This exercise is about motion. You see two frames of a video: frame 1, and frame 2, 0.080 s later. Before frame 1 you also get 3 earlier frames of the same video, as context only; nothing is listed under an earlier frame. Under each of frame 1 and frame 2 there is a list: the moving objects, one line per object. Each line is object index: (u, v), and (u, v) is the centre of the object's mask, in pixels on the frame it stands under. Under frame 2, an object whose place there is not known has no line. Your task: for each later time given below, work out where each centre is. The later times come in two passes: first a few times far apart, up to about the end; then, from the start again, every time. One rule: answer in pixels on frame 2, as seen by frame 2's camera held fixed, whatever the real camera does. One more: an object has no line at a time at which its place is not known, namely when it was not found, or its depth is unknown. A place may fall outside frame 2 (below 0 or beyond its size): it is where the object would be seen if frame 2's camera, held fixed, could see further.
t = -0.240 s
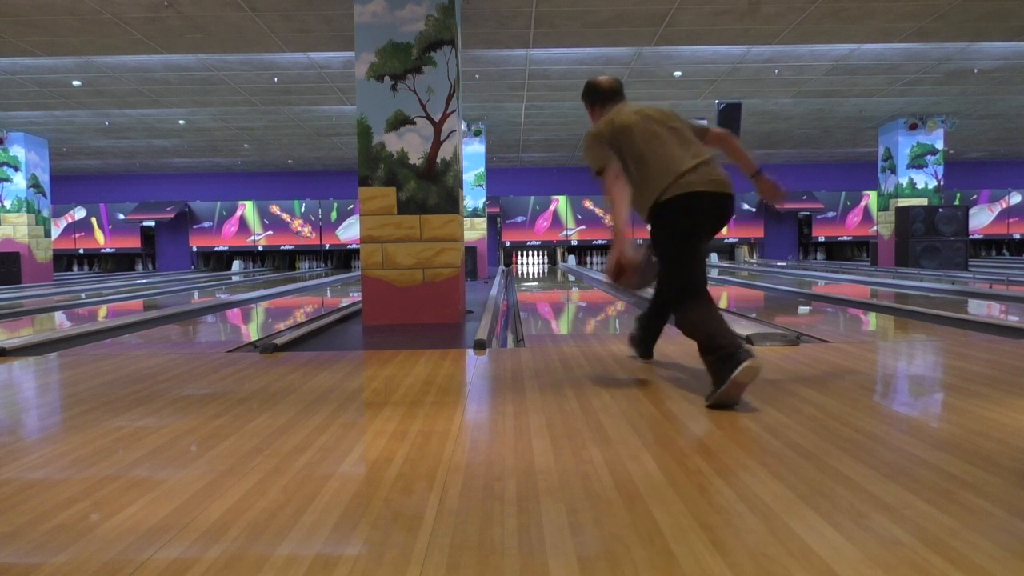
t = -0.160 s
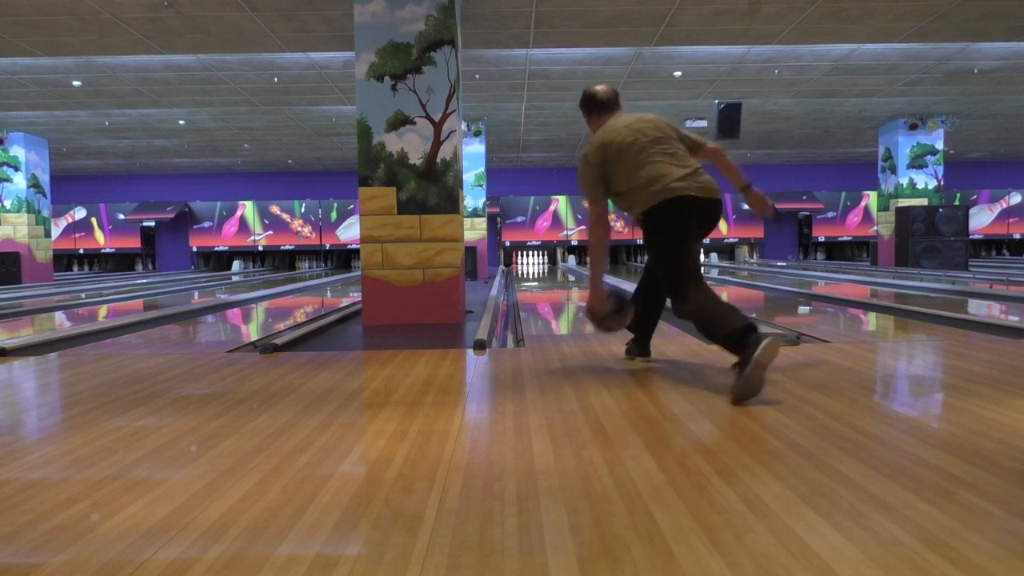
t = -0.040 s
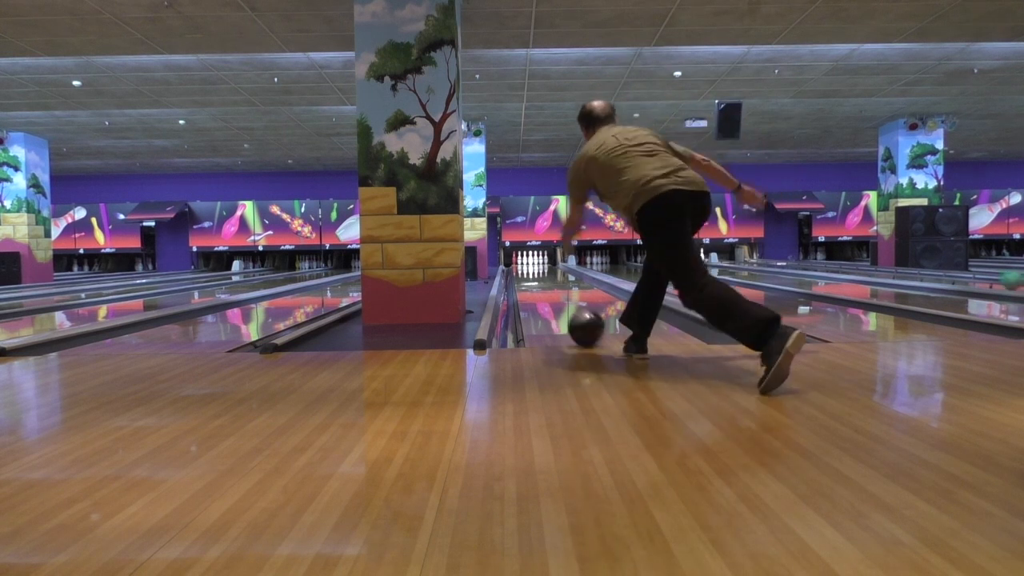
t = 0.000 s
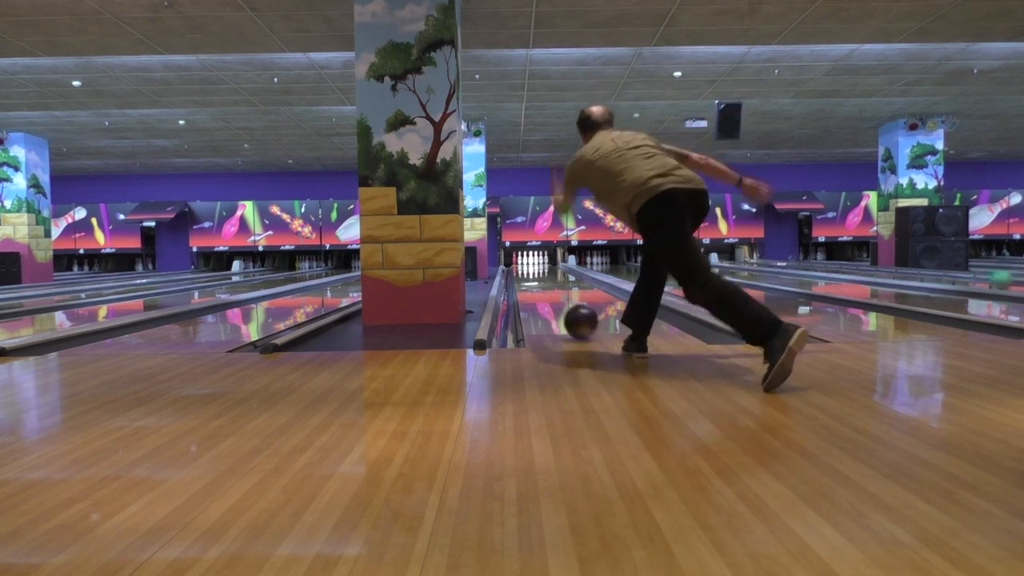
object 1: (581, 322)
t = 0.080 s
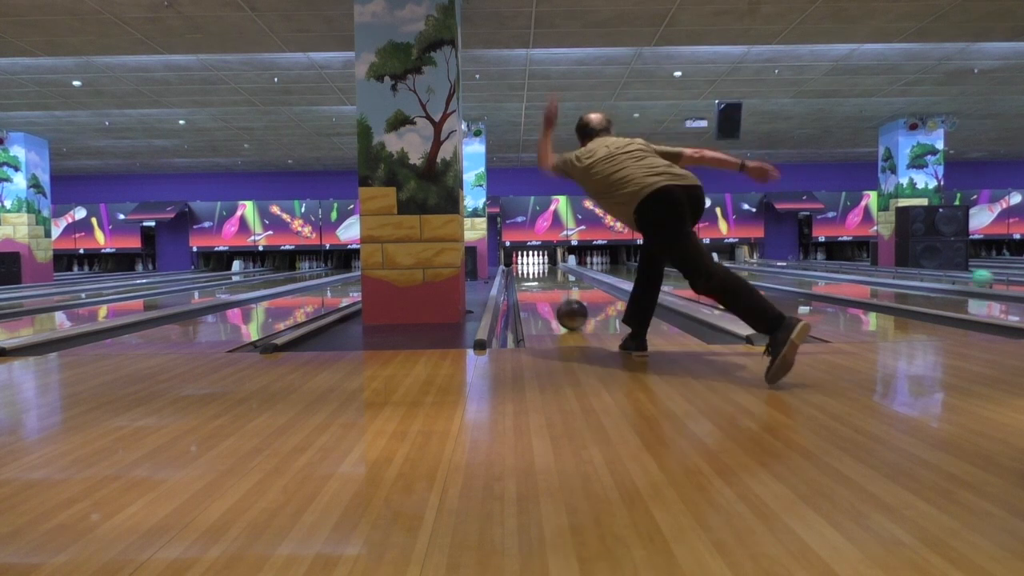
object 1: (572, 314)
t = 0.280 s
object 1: (556, 300)
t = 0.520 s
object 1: (544, 289)
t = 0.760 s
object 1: (536, 281)
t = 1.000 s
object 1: (532, 276)
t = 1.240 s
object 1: (529, 273)
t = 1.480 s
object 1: (527, 269)
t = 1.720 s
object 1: (525, 267)
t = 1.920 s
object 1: (524, 265)
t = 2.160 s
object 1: (525, 264)
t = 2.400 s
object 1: (528, 262)
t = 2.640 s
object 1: (532, 261)
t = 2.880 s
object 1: (533, 261)
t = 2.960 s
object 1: (532, 261)
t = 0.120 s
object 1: (568, 311)
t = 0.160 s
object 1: (564, 308)
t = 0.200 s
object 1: (561, 305)
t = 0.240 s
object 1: (558, 302)
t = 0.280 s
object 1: (556, 300)
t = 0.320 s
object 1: (553, 298)
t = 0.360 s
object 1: (551, 296)
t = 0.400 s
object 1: (549, 294)
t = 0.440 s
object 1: (547, 292)
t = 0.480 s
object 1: (545, 291)
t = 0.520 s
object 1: (544, 289)
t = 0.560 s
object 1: (543, 288)
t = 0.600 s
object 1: (541, 286)
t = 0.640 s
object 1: (540, 285)
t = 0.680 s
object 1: (539, 284)
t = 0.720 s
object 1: (538, 283)
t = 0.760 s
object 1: (536, 281)
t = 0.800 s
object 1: (536, 281)
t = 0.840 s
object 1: (535, 278)
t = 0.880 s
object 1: (534, 279)
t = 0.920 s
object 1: (533, 278)
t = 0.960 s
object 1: (533, 277)
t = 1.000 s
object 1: (532, 276)
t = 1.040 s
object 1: (532, 275)
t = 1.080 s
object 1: (531, 275)
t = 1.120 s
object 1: (531, 275)
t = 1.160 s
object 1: (529, 273)
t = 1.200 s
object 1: (529, 272)
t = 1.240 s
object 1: (529, 273)
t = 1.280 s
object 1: (528, 272)
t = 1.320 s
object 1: (528, 271)
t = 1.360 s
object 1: (527, 271)
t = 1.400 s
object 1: (527, 270)
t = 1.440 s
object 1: (527, 270)
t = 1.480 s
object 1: (527, 269)
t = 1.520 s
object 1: (526, 269)
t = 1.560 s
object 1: (526, 269)
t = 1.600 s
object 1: (526, 269)
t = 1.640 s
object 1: (525, 268)
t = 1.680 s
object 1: (525, 267)
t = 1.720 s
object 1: (525, 267)
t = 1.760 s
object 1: (525, 266)
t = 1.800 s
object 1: (525, 266)
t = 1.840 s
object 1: (525, 266)
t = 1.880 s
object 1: (525, 265)
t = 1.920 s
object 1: (524, 265)
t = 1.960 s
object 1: (525, 265)
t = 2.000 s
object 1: (525, 265)
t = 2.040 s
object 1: (525, 264)
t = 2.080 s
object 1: (525, 264)
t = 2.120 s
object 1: (526, 264)
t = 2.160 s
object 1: (525, 264)
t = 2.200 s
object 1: (526, 263)
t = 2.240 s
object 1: (526, 263)
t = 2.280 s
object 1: (527, 263)
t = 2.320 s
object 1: (527, 262)
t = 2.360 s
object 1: (527, 262)
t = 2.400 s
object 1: (528, 262)
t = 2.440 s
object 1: (529, 262)
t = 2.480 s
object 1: (530, 261)
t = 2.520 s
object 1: (530, 262)
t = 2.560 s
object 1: (530, 261)
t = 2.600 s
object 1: (530, 261)
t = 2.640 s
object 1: (532, 261)
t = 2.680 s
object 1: (532, 261)
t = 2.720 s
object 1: (532, 261)
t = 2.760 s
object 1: (533, 261)
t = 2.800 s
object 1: (533, 260)
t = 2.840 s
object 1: (534, 261)
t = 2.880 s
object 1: (533, 261)
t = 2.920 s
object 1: (533, 261)
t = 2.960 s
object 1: (532, 261)
